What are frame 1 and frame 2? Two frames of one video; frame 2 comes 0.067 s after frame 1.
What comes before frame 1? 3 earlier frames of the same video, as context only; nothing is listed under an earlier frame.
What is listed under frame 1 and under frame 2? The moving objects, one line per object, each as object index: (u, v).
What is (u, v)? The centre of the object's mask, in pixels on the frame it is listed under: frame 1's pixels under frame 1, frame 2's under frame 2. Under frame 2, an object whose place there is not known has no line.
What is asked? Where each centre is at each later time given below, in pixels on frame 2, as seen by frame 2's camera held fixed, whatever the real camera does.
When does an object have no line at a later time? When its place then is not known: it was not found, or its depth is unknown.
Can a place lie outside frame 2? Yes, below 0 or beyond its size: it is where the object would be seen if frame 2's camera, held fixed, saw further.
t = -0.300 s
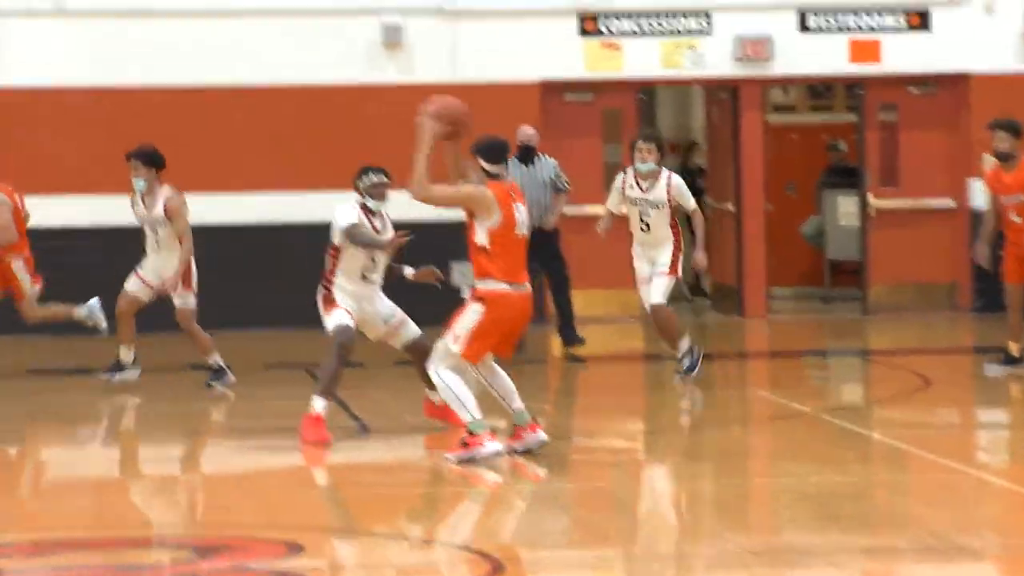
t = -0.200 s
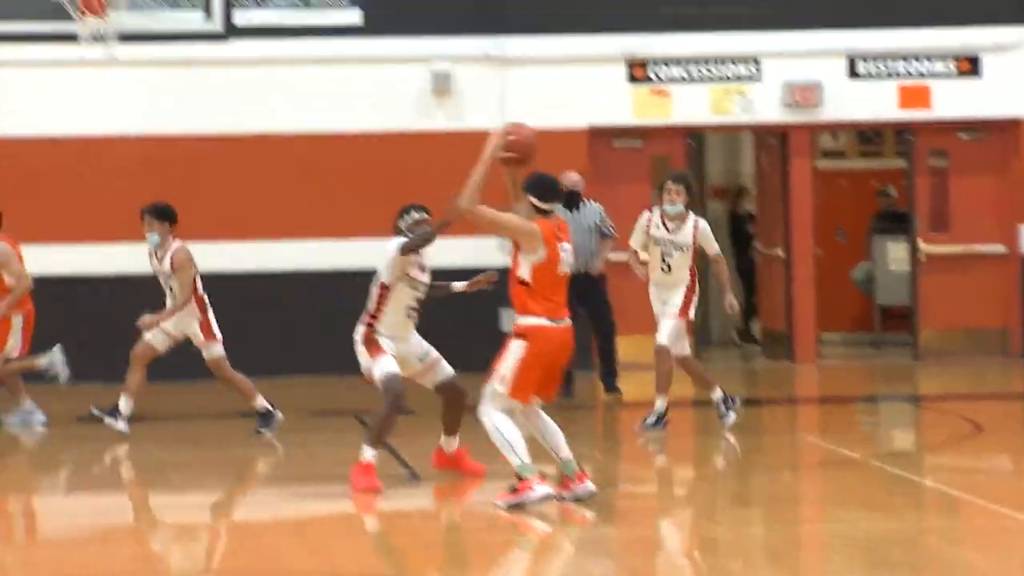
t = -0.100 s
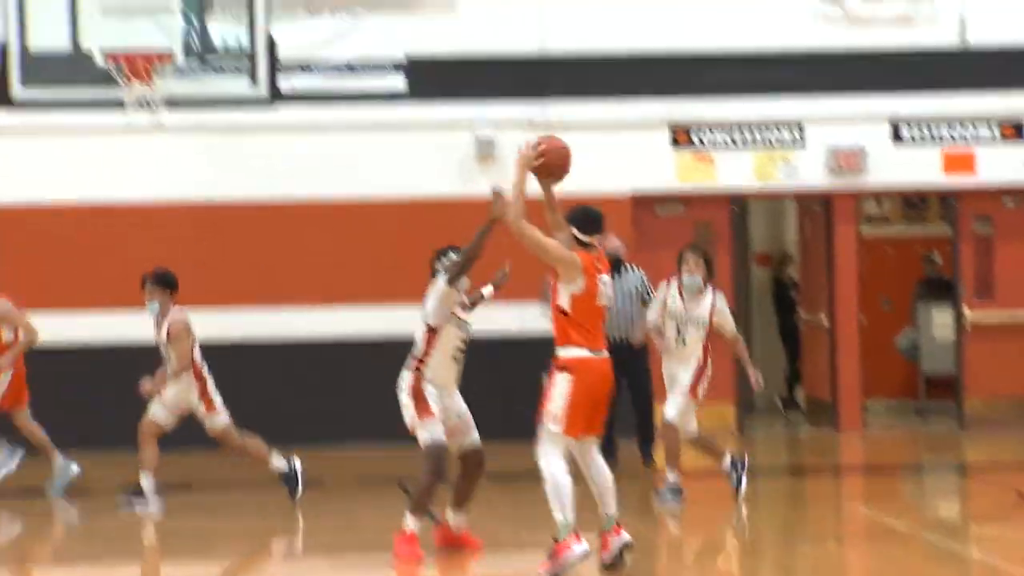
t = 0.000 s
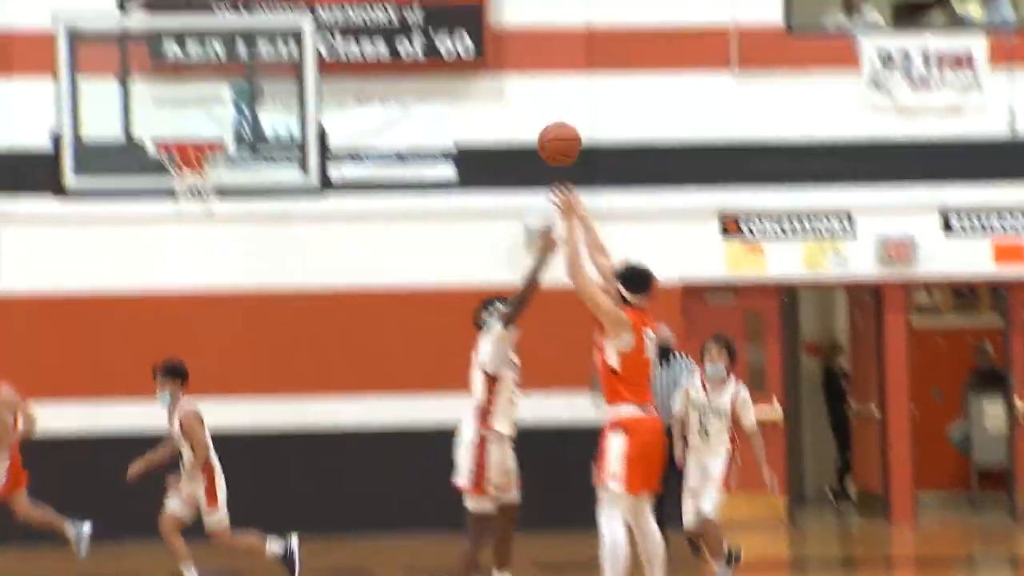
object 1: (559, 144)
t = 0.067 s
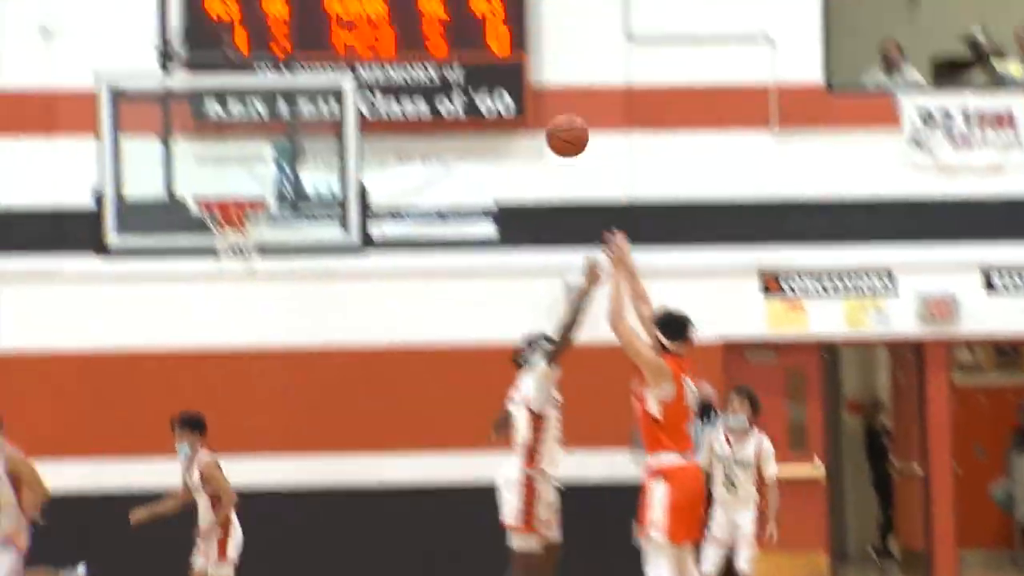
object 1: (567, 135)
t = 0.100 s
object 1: (552, 108)
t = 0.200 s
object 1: (509, 36)
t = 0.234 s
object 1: (495, 17)
